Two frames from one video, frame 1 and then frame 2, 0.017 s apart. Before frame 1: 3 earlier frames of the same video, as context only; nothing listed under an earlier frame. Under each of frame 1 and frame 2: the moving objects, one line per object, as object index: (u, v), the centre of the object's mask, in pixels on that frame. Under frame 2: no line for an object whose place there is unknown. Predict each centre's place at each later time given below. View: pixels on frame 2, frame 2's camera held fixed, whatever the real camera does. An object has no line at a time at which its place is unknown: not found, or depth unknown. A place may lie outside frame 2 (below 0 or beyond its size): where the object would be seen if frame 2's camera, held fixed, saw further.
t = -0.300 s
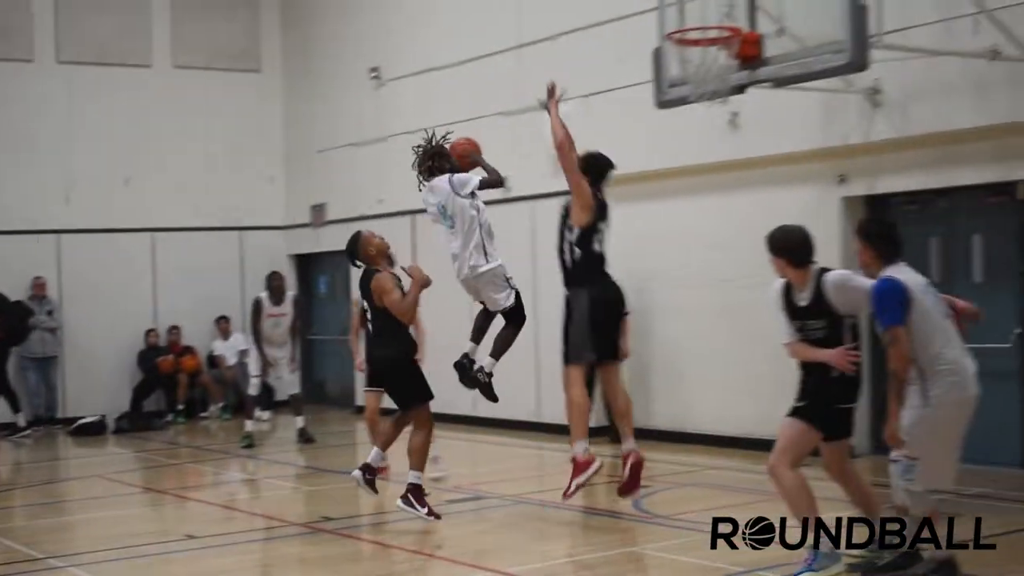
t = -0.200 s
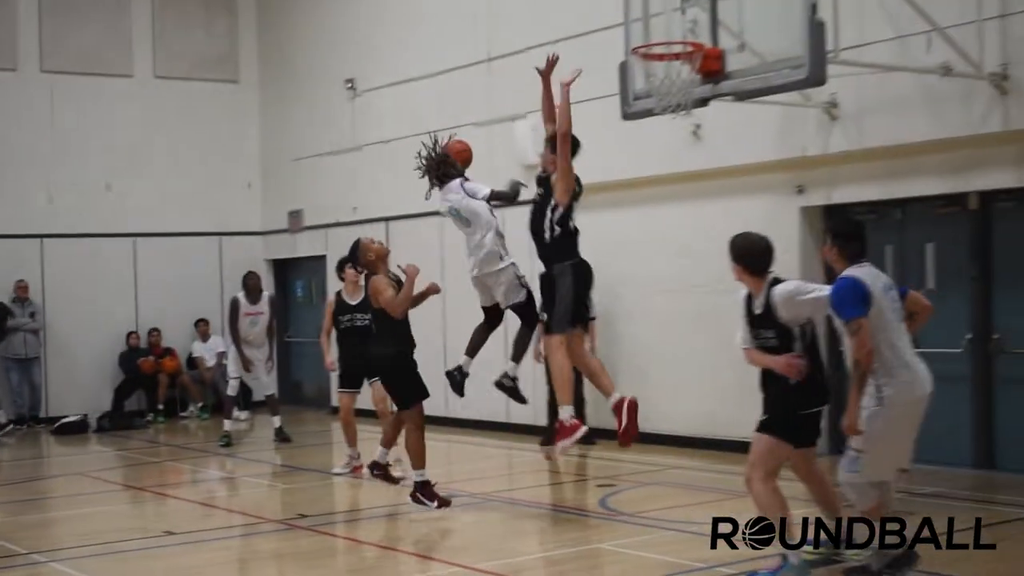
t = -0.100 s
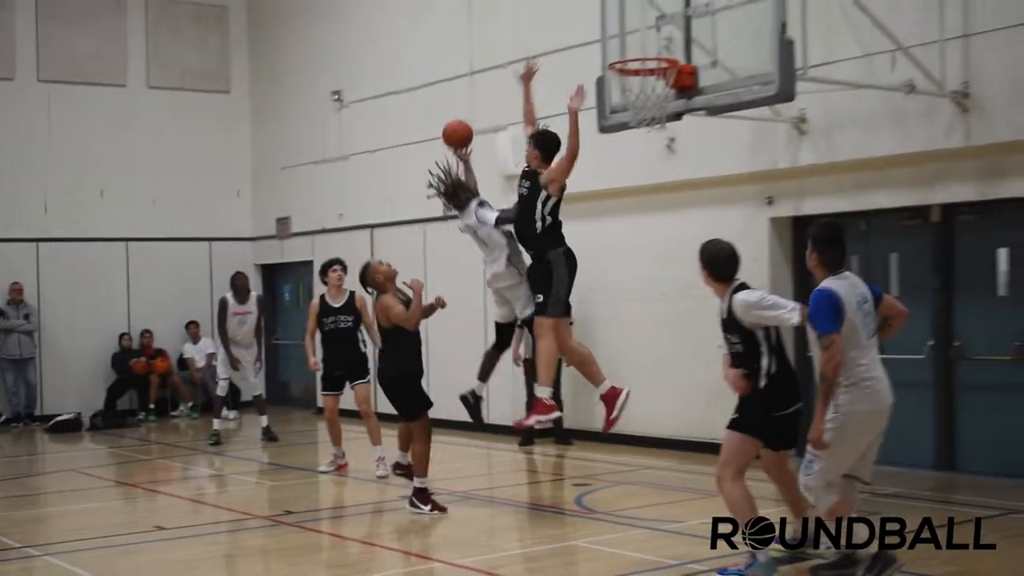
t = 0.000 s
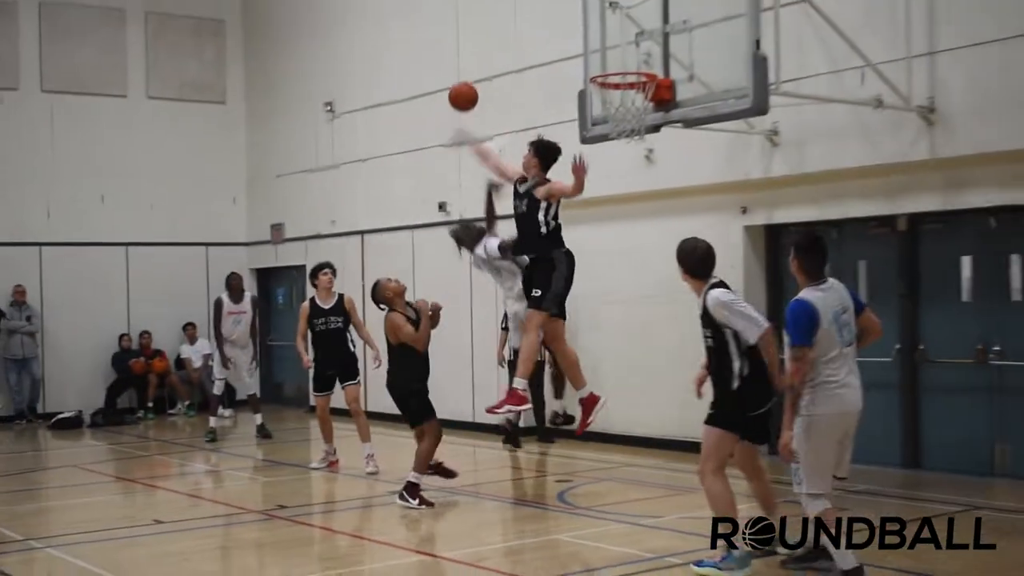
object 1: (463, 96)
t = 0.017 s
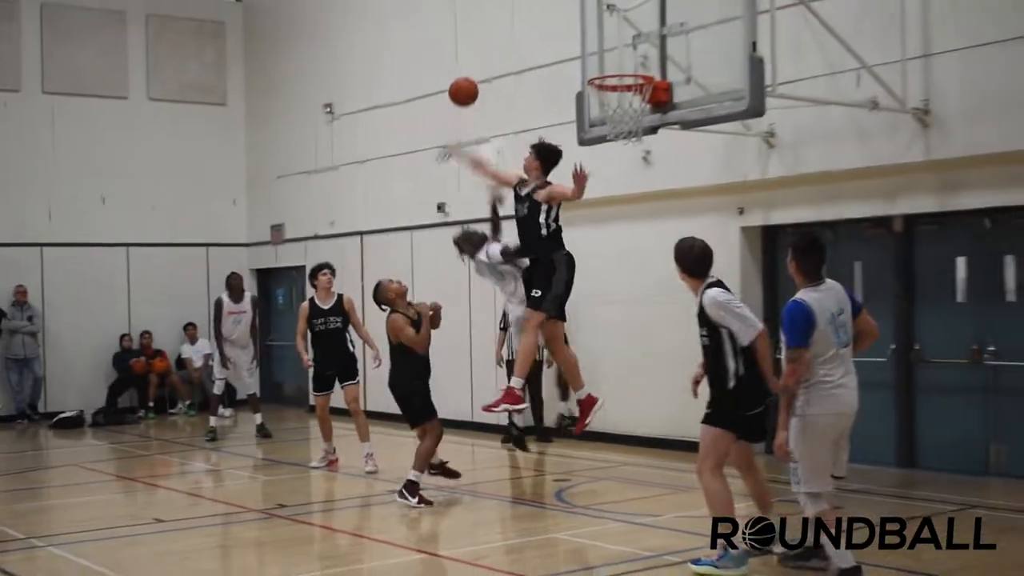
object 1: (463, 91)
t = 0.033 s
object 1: (465, 84)
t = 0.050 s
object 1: (467, 78)
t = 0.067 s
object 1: (468, 72)
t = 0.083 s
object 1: (470, 66)
